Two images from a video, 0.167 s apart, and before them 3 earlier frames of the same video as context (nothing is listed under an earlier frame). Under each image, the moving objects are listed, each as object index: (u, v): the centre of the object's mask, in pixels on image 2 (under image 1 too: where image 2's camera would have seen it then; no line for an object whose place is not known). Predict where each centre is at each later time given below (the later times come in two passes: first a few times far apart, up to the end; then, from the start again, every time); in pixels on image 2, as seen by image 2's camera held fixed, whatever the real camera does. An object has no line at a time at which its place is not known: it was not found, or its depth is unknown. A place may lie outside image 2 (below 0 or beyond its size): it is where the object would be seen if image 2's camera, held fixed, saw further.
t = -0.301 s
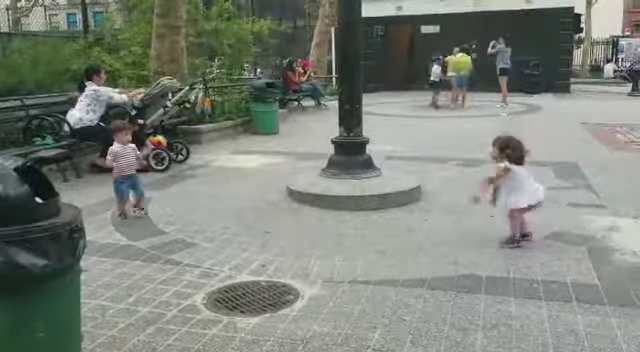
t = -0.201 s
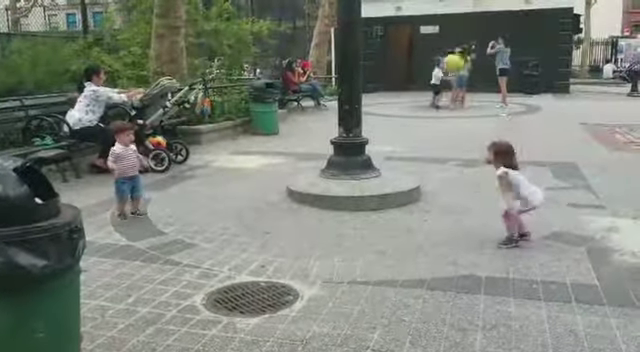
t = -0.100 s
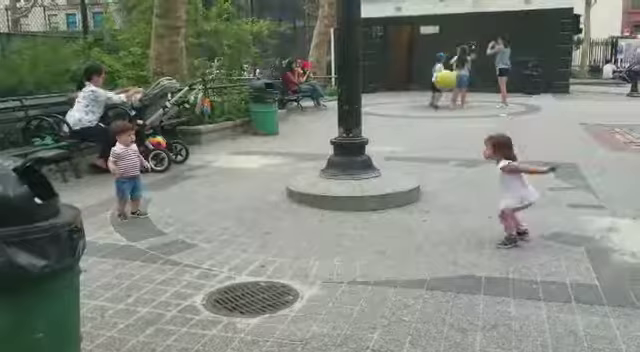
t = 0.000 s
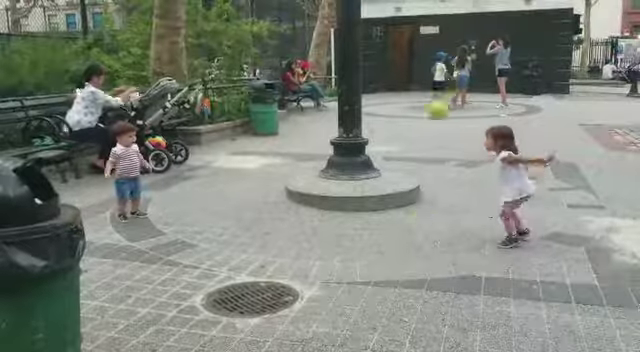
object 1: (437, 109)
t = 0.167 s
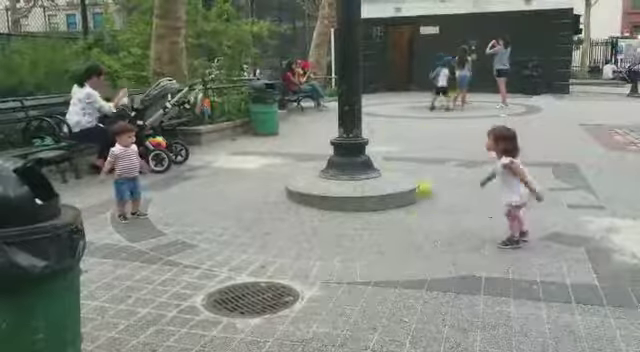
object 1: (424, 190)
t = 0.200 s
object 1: (422, 209)
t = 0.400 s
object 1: (426, 188)
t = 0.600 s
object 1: (431, 181)
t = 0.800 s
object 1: (438, 229)
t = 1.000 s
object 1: (441, 212)
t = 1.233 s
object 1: (446, 228)
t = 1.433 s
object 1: (449, 233)
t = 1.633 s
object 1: (450, 235)
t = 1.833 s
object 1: (454, 237)
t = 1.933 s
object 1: (455, 238)
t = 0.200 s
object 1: (422, 209)
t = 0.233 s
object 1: (421, 229)
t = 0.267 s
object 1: (423, 219)
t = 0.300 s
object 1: (423, 210)
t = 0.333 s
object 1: (424, 201)
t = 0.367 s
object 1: (424, 194)
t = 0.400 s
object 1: (426, 188)
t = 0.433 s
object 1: (426, 184)
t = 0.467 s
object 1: (427, 180)
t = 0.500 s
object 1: (428, 179)
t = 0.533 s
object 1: (429, 178)
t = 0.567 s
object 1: (429, 179)
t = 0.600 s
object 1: (431, 181)
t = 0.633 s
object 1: (433, 186)
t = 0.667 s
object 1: (433, 190)
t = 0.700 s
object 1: (435, 199)
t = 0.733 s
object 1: (436, 207)
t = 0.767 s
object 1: (437, 217)
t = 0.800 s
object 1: (438, 229)
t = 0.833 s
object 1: (438, 227)
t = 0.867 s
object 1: (439, 221)
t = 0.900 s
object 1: (439, 216)
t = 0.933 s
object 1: (440, 213)
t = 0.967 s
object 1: (441, 211)
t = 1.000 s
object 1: (441, 212)
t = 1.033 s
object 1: (442, 213)
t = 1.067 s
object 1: (443, 216)
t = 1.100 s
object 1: (444, 219)
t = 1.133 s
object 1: (445, 226)
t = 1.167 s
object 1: (445, 232)
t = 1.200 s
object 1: (446, 232)
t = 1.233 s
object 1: (446, 228)
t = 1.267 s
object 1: (446, 228)
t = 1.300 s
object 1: (447, 228)
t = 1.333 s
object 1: (447, 228)
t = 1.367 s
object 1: (448, 231)
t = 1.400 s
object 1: (449, 233)
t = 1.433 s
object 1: (449, 233)
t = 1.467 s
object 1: (449, 232)
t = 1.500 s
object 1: (450, 233)
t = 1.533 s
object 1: (450, 234)
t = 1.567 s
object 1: (450, 234)
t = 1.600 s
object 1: (451, 235)
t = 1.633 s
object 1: (450, 235)
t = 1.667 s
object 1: (451, 236)
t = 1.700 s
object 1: (452, 236)
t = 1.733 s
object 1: (453, 236)
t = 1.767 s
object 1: (454, 237)
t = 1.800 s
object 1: (454, 237)
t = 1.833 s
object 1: (454, 237)
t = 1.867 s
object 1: (454, 237)
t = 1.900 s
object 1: (454, 237)
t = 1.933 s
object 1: (455, 238)
